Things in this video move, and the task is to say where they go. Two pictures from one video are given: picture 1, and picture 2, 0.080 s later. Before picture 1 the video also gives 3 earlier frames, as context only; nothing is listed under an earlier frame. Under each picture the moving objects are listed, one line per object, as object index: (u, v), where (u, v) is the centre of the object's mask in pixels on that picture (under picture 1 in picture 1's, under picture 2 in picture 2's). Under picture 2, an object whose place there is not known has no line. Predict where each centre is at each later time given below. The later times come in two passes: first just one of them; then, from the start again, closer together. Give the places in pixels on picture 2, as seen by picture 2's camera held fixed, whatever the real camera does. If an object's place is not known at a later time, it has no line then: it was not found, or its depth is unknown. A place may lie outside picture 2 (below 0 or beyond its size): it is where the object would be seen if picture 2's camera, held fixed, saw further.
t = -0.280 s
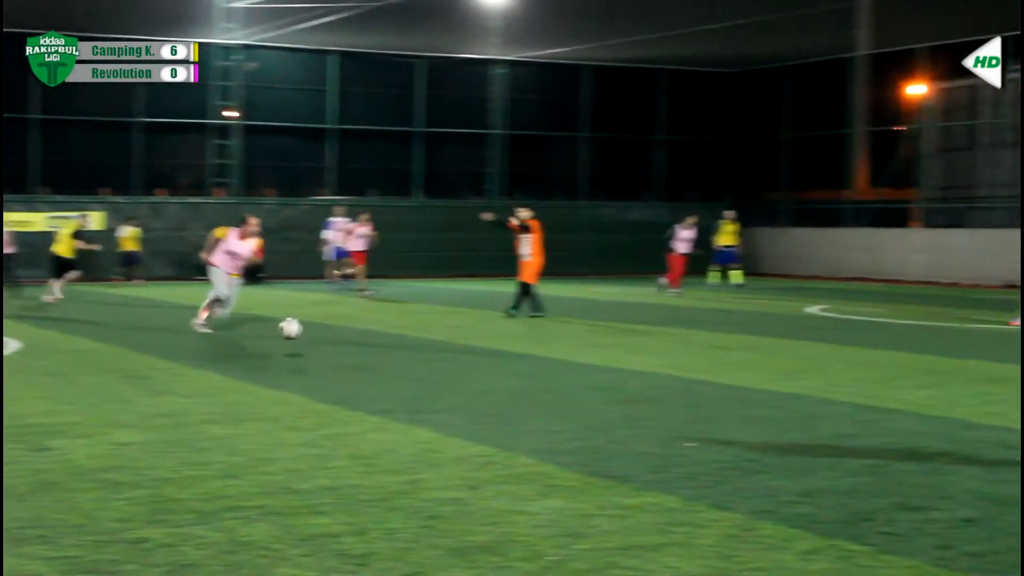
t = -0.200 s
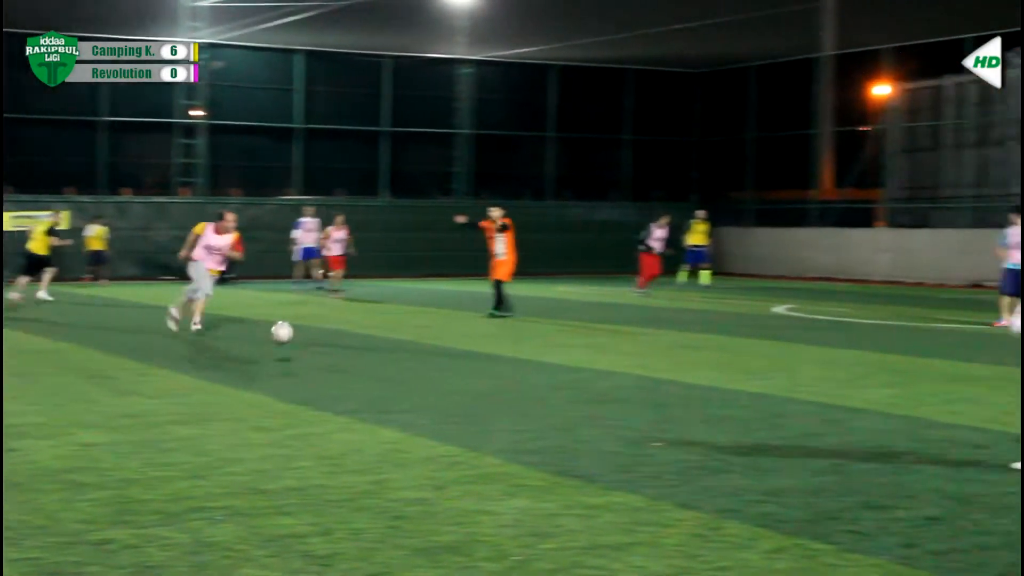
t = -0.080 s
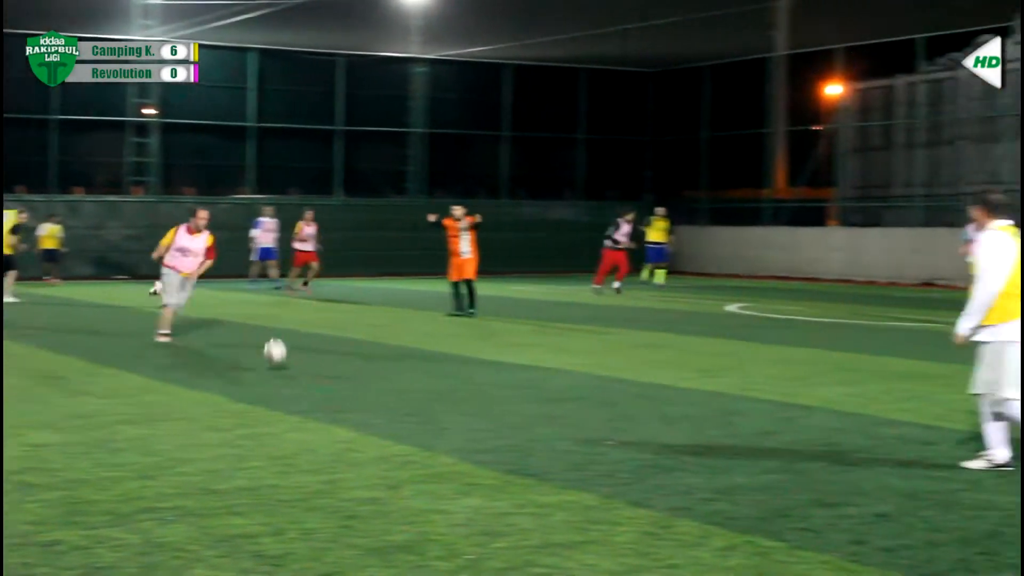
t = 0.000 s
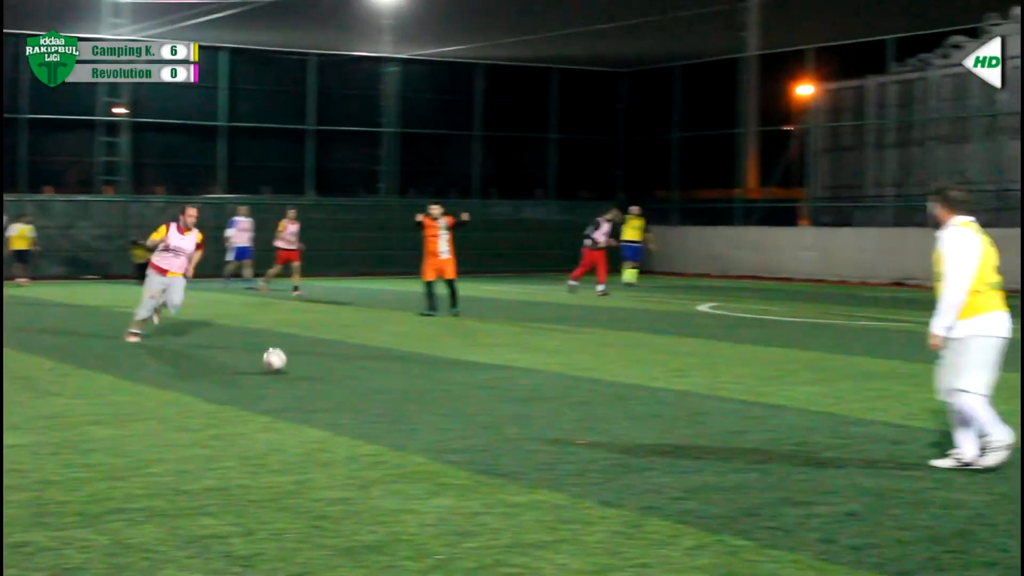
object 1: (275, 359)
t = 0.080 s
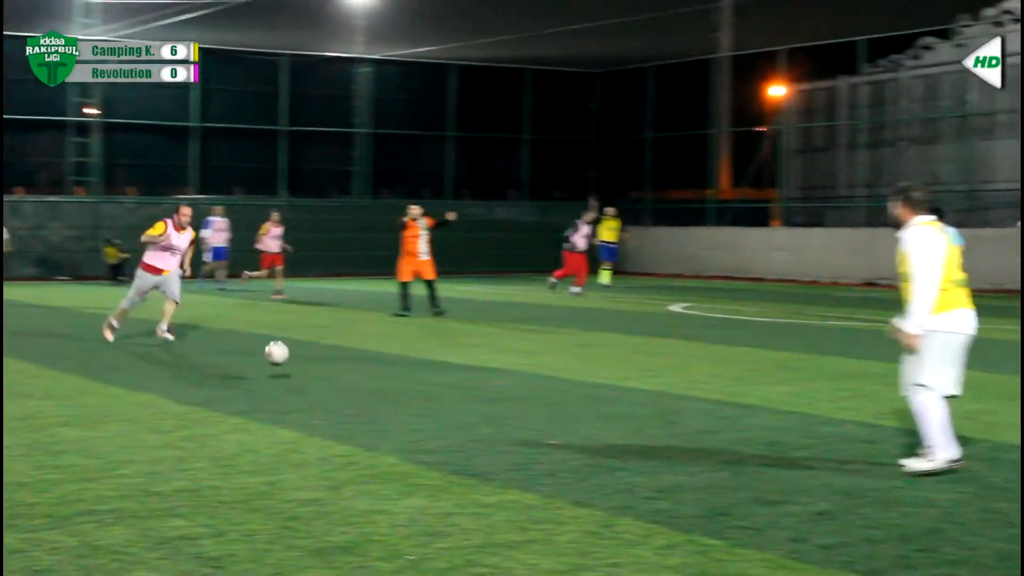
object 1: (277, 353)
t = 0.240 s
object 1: (339, 360)
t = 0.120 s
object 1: (292, 353)
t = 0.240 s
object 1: (339, 360)
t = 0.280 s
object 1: (356, 366)
